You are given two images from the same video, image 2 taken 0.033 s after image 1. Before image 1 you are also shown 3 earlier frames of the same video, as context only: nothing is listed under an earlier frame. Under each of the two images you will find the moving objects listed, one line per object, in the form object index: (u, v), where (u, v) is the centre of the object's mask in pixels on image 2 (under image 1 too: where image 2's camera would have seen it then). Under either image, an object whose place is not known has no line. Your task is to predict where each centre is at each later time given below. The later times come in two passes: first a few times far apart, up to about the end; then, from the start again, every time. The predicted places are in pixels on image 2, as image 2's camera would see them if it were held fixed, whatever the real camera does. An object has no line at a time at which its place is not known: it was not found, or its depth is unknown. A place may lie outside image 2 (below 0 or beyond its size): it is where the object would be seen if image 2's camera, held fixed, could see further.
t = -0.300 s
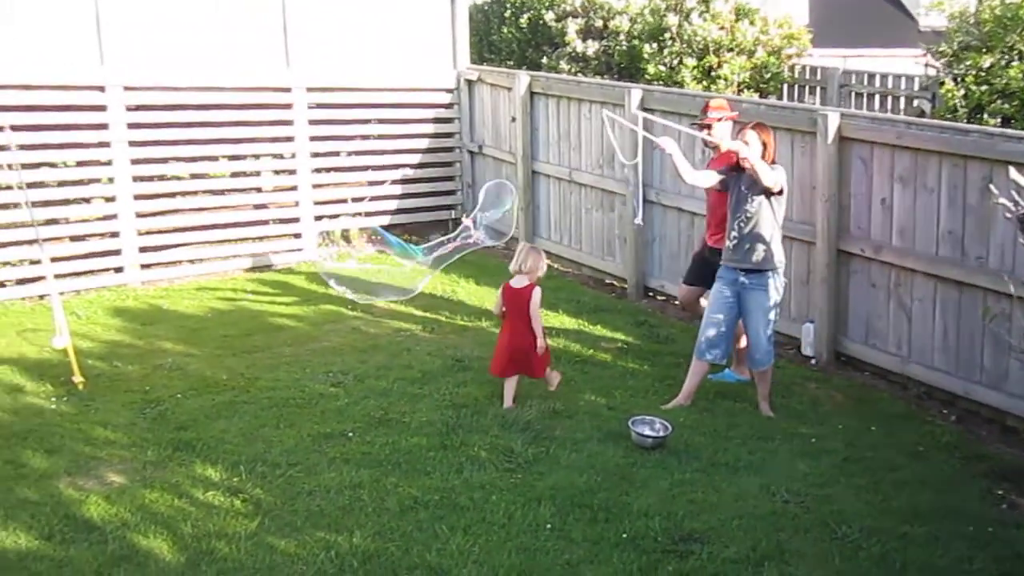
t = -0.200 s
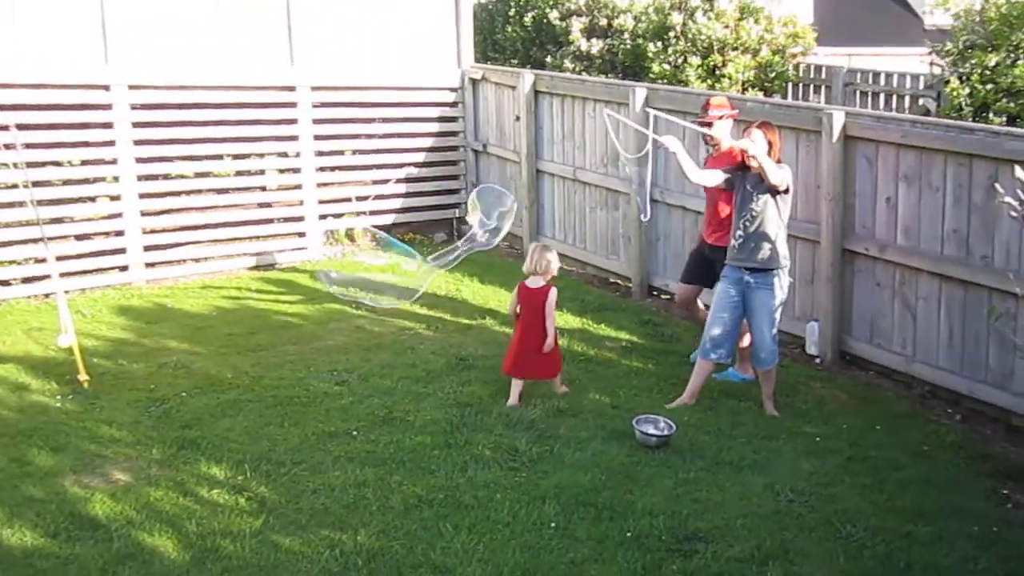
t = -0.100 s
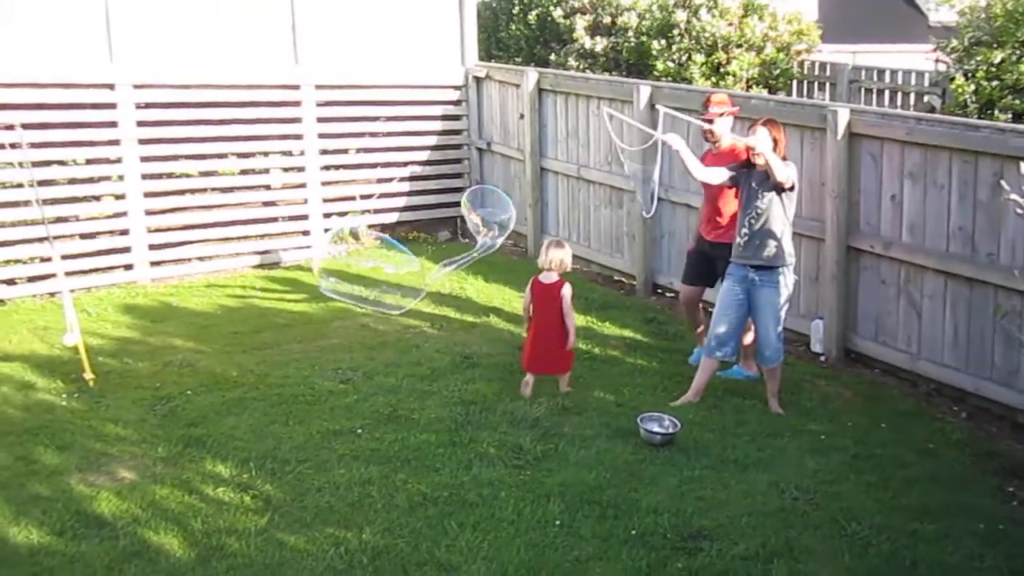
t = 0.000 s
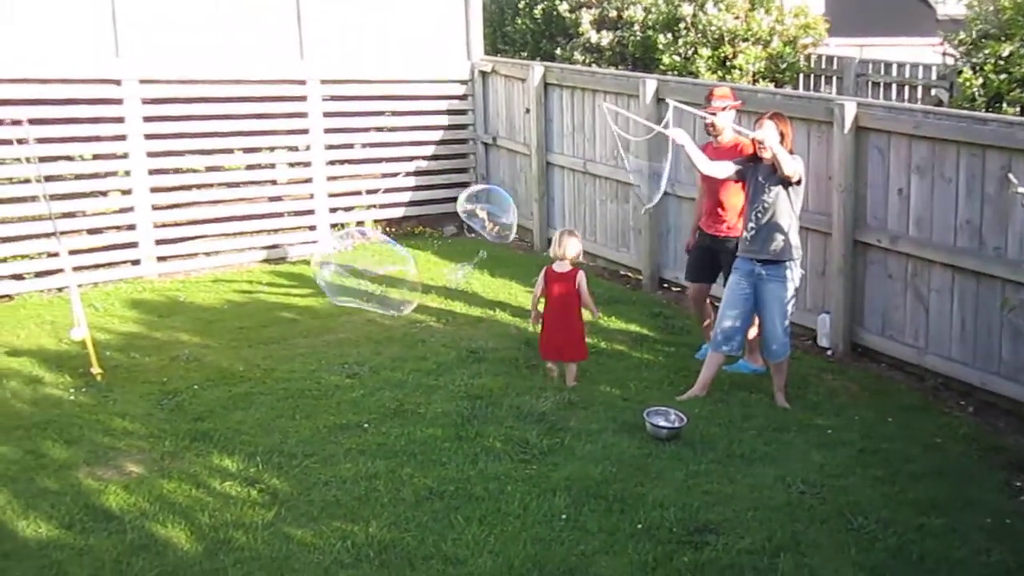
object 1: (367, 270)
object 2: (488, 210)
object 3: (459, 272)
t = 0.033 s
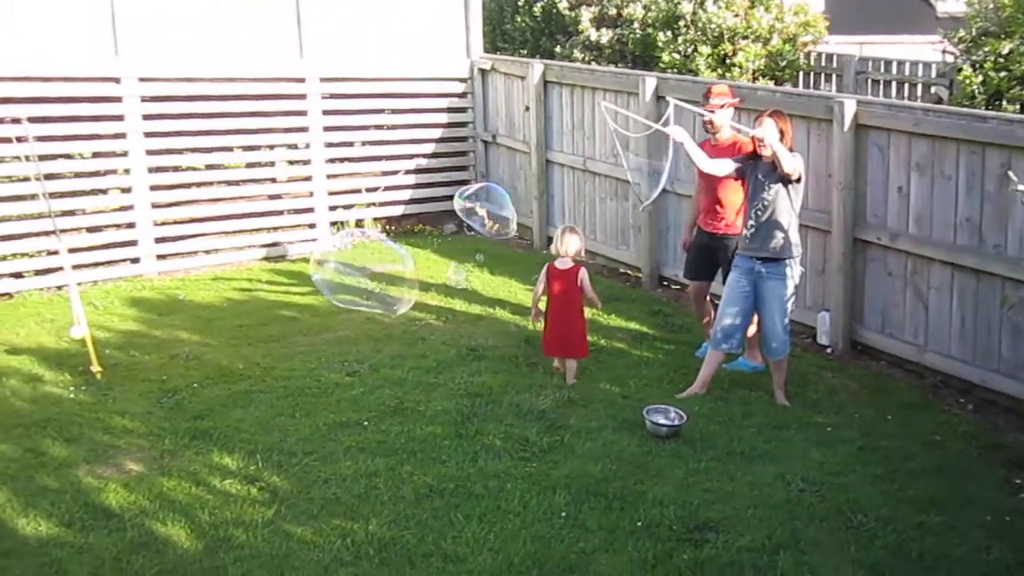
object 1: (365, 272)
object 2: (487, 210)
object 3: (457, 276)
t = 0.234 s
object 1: (357, 285)
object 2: (477, 208)
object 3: (460, 295)
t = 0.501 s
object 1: (358, 289)
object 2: (473, 205)
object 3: (475, 322)
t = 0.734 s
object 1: (360, 287)
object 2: (471, 199)
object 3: (497, 336)
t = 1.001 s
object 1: (369, 275)
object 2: (467, 190)
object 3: (526, 345)
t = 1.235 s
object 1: (381, 262)
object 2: (465, 185)
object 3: (548, 348)
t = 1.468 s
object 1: (392, 237)
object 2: (461, 183)
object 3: (572, 349)
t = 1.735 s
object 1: (389, 206)
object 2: (458, 182)
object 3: (598, 352)
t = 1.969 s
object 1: (384, 182)
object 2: (459, 181)
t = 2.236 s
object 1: (380, 155)
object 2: (460, 177)
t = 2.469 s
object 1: (377, 130)
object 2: (462, 171)
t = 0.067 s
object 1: (363, 274)
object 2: (484, 210)
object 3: (458, 282)
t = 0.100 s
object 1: (362, 276)
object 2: (483, 209)
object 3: (458, 284)
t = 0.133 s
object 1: (360, 279)
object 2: (481, 209)
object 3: (458, 290)
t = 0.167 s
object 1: (359, 281)
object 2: (480, 209)
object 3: (460, 291)
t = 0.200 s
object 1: (358, 283)
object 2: (479, 209)
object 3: (461, 292)
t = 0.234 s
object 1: (357, 285)
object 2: (477, 208)
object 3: (460, 295)
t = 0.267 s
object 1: (356, 286)
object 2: (476, 208)
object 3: (462, 301)
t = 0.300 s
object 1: (356, 288)
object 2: (475, 208)
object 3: (464, 306)
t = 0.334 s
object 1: (357, 289)
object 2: (475, 208)
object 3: (463, 308)
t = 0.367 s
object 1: (357, 289)
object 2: (474, 208)
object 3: (466, 311)
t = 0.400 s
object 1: (357, 289)
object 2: (474, 207)
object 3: (469, 316)
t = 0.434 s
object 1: (357, 289)
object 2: (474, 206)
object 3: (472, 318)
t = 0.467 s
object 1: (357, 289)
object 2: (474, 206)
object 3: (473, 320)
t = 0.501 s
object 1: (358, 289)
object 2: (473, 205)
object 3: (475, 322)
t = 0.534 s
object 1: (358, 289)
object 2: (472, 204)
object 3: (477, 325)
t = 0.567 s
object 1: (359, 289)
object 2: (471, 202)
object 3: (480, 327)
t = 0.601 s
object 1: (359, 289)
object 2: (471, 202)
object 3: (483, 329)
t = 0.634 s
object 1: (359, 289)
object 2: (471, 202)
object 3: (487, 331)
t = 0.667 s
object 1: (360, 288)
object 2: (471, 201)
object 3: (490, 332)
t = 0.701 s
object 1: (360, 288)
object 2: (471, 200)
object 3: (493, 334)
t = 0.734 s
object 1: (360, 287)
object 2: (471, 199)
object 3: (497, 336)
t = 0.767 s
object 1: (360, 287)
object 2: (471, 198)
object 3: (500, 337)
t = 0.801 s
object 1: (361, 286)
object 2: (471, 198)
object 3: (504, 338)
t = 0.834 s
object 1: (362, 285)
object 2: (470, 196)
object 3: (508, 340)
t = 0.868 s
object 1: (363, 285)
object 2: (469, 195)
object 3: (511, 340)
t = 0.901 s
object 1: (366, 283)
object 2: (469, 193)
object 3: (515, 342)
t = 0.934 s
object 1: (366, 281)
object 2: (468, 192)
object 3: (519, 343)
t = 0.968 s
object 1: (368, 279)
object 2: (468, 190)
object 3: (522, 343)
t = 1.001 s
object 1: (369, 275)
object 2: (467, 190)
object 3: (526, 345)
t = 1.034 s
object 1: (371, 274)
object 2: (467, 190)
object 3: (529, 345)
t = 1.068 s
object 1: (373, 271)
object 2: (467, 189)
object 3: (532, 346)
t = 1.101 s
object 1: (374, 270)
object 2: (467, 189)
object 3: (536, 346)
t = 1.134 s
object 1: (376, 267)
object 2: (468, 188)
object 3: (539, 347)
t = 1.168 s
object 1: (377, 266)
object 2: (467, 187)
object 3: (542, 348)
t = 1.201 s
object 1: (379, 263)
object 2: (466, 186)
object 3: (545, 348)
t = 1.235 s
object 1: (381, 262)
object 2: (465, 185)
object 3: (548, 348)
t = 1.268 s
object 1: (383, 260)
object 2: (464, 184)
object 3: (552, 348)
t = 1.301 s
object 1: (383, 253)
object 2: (463, 183)
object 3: (555, 348)
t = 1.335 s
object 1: (386, 251)
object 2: (463, 183)
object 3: (558, 348)
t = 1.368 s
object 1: (386, 248)
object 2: (462, 182)
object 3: (561, 349)
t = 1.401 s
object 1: (388, 245)
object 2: (462, 183)
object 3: (565, 349)
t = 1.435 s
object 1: (392, 240)
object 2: (461, 183)
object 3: (568, 349)
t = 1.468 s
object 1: (392, 237)
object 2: (461, 183)
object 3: (572, 349)
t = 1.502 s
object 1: (394, 235)
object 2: (461, 182)
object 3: (574, 349)
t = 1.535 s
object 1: (394, 232)
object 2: (460, 182)
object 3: (578, 350)
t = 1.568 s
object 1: (394, 229)
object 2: (459, 181)
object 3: (581, 350)
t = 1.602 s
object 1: (393, 223)
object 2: (458, 182)
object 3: (584, 350)
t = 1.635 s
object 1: (392, 217)
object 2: (457, 182)
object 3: (588, 351)
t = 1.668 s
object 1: (391, 214)
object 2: (458, 182)
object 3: (591, 351)
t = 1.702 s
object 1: (389, 210)
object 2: (458, 182)
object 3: (595, 352)
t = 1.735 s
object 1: (389, 206)
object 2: (458, 182)
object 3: (598, 352)
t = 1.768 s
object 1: (388, 202)
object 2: (458, 182)
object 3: (601, 353)
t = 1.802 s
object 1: (387, 200)
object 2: (458, 182)
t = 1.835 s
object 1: (384, 197)
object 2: (459, 182)
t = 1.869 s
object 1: (388, 194)
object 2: (459, 182)
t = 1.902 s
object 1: (385, 192)
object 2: (459, 182)
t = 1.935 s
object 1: (385, 184)
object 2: (459, 182)
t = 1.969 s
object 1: (384, 182)
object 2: (459, 181)
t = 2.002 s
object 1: (384, 180)
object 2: (459, 180)
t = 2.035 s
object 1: (385, 175)
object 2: (459, 179)
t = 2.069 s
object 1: (384, 170)
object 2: (459, 178)
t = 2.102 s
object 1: (385, 167)
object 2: (459, 178)
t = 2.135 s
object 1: (382, 166)
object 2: (459, 178)
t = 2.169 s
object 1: (382, 162)
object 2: (459, 178)
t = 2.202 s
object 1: (382, 153)
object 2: (460, 178)
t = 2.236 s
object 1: (380, 155)
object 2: (460, 177)
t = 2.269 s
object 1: (380, 151)
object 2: (460, 176)
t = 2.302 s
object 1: (379, 146)
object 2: (459, 175)
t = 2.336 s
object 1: (378, 144)
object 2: (460, 174)
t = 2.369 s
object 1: (377, 141)
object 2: (460, 173)
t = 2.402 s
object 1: (378, 136)
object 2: (461, 172)
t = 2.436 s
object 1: (377, 130)
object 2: (461, 171)
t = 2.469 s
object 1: (377, 130)
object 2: (462, 171)
